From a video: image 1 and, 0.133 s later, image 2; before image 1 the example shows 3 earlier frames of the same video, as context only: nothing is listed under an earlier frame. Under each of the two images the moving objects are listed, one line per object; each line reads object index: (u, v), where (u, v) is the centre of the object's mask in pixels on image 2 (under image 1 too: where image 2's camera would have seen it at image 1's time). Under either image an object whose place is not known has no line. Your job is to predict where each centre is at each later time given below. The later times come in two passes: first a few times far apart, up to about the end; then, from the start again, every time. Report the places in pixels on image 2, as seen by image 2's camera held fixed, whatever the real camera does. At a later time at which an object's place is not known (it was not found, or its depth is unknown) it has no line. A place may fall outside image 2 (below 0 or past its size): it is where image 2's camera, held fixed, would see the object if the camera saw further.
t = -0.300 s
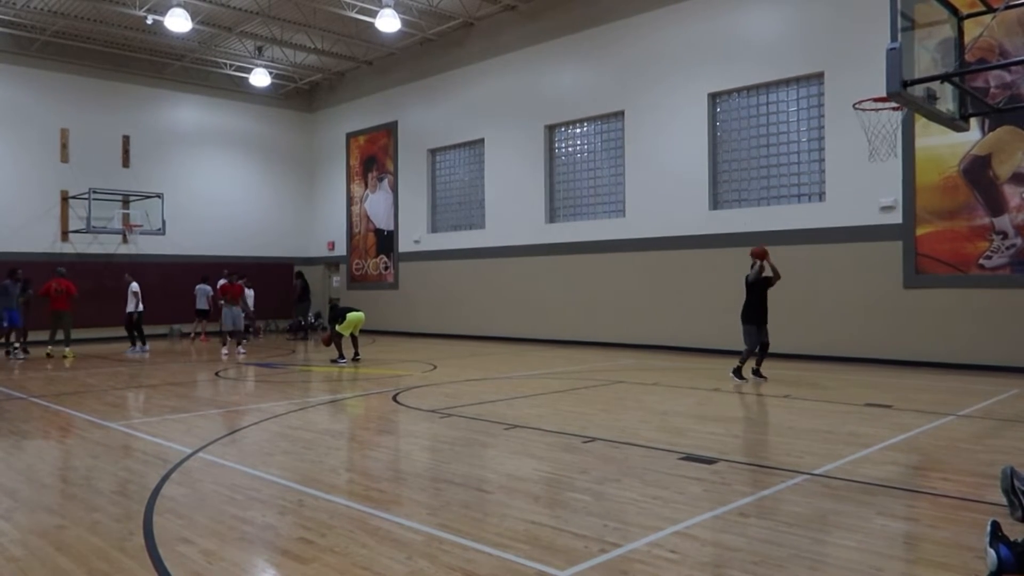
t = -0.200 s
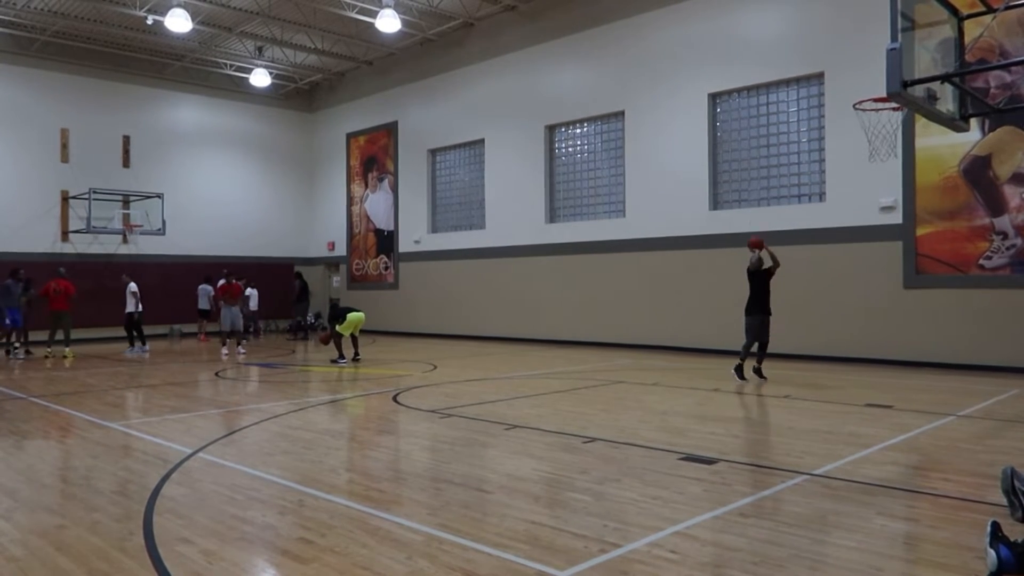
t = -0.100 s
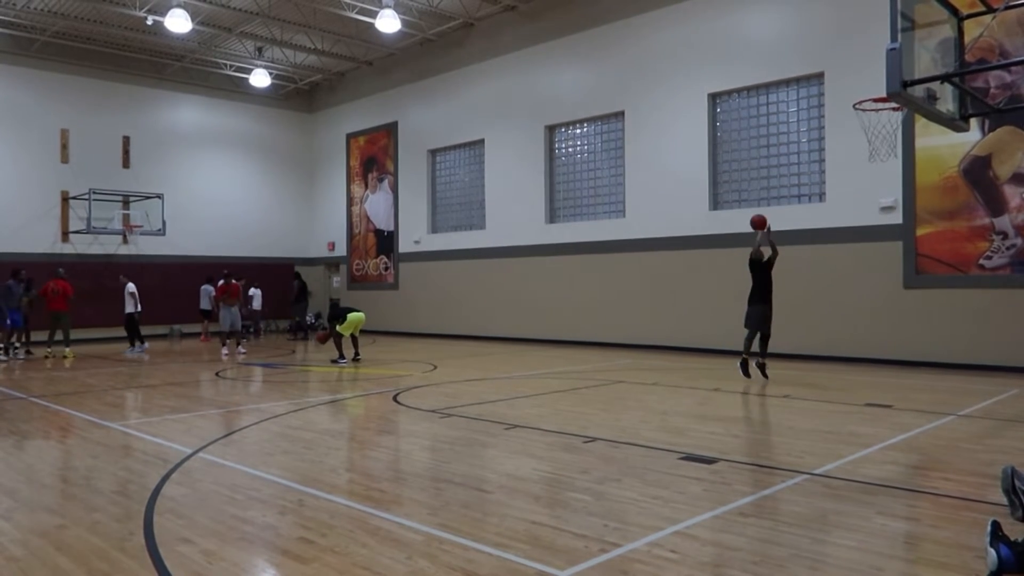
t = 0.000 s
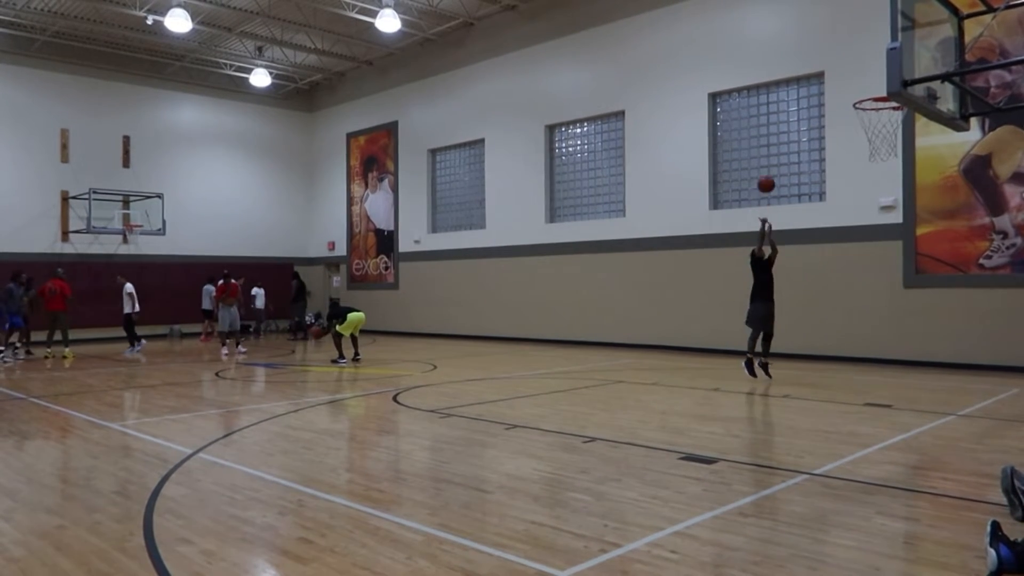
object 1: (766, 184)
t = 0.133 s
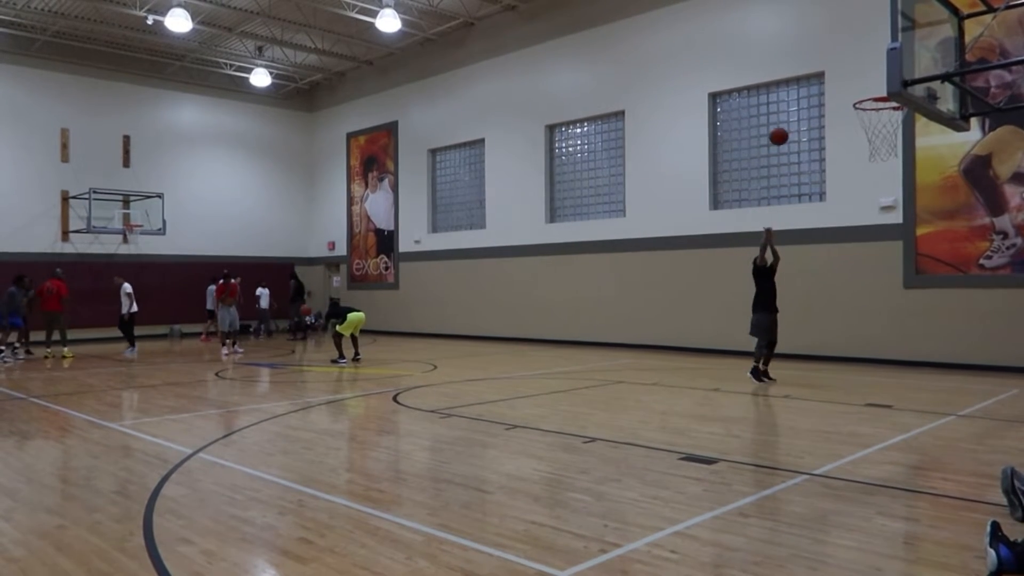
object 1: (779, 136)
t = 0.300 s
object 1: (796, 88)
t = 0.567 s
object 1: (830, 47)
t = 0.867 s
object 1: (877, 76)
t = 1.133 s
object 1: (834, 101)
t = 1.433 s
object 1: (772, 174)
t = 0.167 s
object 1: (782, 126)
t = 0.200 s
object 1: (786, 115)
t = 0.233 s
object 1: (789, 106)
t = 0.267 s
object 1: (792, 97)
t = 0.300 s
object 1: (796, 88)
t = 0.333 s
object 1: (800, 81)
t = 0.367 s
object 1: (804, 73)
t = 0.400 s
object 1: (808, 67)
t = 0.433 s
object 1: (812, 61)
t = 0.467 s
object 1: (816, 57)
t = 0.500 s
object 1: (821, 52)
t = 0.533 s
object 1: (825, 49)
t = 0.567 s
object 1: (830, 47)
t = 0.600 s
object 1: (835, 46)
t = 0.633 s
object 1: (840, 46)
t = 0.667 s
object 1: (845, 46)
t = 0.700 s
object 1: (851, 48)
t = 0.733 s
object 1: (856, 51)
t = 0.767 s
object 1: (862, 55)
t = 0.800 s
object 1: (868, 61)
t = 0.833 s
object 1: (874, 68)
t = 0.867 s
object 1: (877, 76)
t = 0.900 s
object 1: (880, 85)
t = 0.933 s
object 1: (881, 89)
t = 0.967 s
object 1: (876, 91)
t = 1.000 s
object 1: (869, 89)
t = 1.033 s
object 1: (860, 91)
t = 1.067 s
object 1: (851, 94)
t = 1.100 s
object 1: (842, 97)
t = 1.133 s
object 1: (834, 101)
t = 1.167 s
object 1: (826, 106)
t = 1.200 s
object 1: (818, 112)
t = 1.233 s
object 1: (811, 118)
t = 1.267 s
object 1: (804, 126)
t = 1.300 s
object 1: (797, 134)
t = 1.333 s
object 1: (790, 143)
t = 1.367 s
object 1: (784, 153)
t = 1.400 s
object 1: (778, 163)
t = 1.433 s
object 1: (772, 174)
